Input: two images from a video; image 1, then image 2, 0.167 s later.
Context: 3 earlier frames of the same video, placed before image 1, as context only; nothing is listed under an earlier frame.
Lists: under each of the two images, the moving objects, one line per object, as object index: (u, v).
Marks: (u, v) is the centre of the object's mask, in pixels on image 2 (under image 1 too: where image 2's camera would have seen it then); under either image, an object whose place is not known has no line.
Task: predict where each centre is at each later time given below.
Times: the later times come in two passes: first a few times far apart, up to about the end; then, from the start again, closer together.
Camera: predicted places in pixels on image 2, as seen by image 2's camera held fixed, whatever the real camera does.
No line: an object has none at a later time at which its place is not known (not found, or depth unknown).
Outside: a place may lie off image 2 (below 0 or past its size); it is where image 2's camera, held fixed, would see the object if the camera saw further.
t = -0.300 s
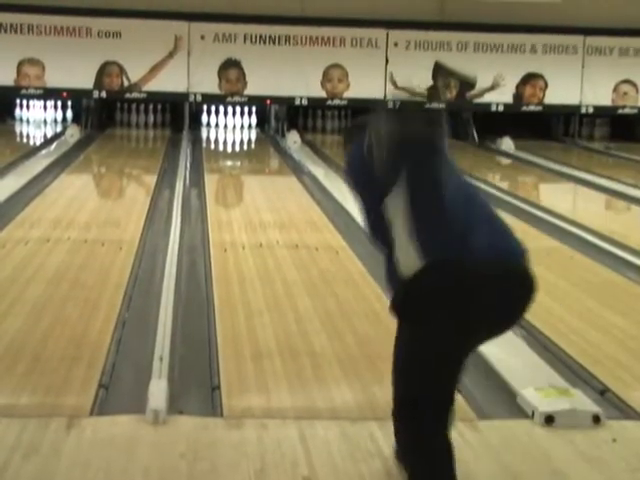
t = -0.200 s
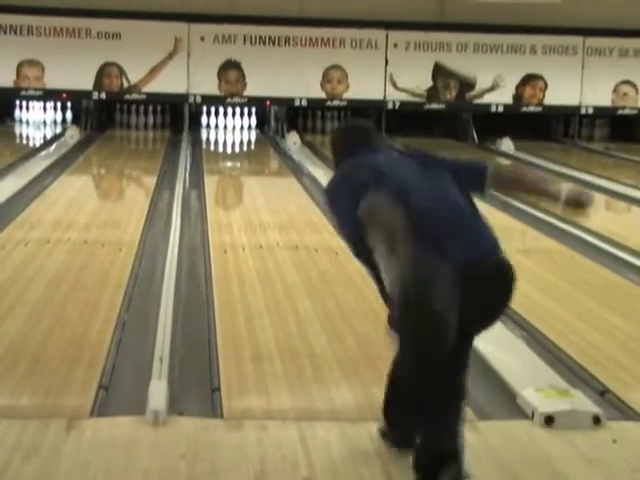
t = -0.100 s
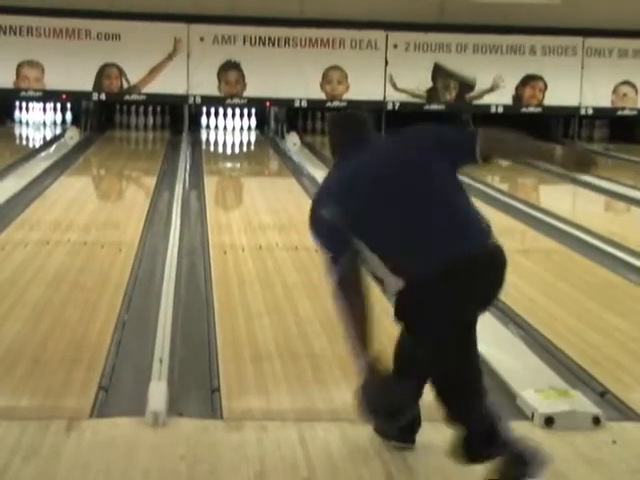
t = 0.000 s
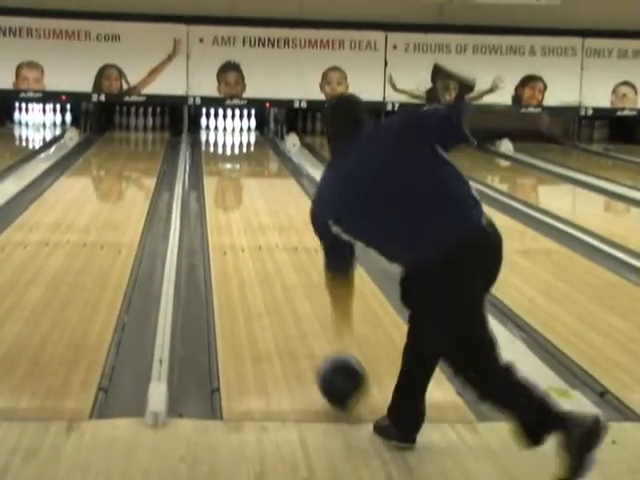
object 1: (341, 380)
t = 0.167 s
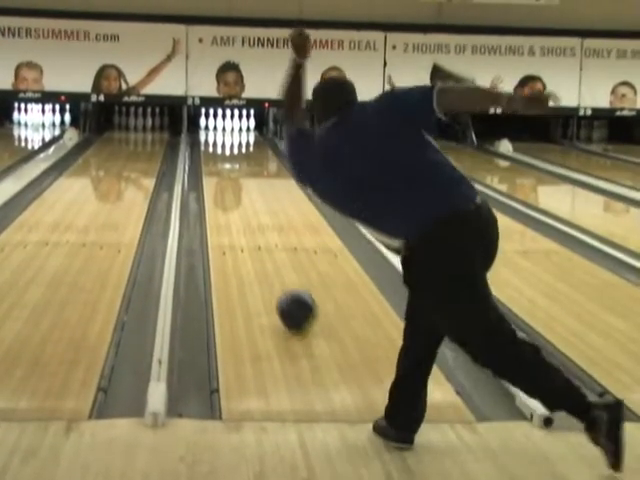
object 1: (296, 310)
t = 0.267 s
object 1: (278, 280)
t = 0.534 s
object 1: (245, 226)
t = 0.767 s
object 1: (228, 196)
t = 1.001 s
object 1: (216, 175)
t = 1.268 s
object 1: (209, 158)
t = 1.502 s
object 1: (207, 147)
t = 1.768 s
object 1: (211, 137)
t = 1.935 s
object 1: (218, 132)
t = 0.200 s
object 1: (290, 299)
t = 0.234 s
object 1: (284, 290)
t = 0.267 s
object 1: (278, 280)
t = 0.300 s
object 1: (273, 273)
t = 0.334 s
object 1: (268, 264)
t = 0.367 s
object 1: (264, 257)
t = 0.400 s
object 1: (260, 250)
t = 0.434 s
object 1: (256, 243)
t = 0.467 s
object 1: (252, 237)
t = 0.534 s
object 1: (245, 226)
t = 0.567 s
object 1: (243, 221)
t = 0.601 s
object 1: (239, 216)
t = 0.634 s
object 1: (237, 212)
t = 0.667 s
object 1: (235, 208)
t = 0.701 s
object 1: (232, 203)
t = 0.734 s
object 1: (230, 200)
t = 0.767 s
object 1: (228, 196)
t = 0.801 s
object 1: (226, 193)
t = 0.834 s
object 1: (224, 190)
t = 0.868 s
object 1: (222, 187)
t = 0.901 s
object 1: (220, 184)
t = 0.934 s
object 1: (219, 181)
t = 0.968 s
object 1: (218, 178)
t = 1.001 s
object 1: (216, 175)
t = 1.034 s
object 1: (215, 173)
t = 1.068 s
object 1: (214, 171)
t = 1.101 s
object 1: (213, 170)
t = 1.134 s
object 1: (212, 167)
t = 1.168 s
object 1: (211, 163)
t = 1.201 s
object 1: (210, 162)
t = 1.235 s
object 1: (210, 160)
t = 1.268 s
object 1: (209, 158)
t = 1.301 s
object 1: (208, 157)
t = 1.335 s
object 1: (208, 155)
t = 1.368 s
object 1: (208, 154)
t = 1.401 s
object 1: (207, 152)
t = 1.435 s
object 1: (207, 150)
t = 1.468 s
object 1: (207, 149)
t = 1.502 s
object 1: (207, 147)
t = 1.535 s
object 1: (208, 146)
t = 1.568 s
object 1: (208, 145)
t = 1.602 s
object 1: (208, 143)
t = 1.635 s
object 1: (208, 142)
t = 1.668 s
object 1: (209, 140)
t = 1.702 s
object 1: (210, 140)
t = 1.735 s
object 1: (211, 139)
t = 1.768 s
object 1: (211, 137)
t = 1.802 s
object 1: (212, 136)
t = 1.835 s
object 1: (214, 134)
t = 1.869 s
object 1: (216, 134)
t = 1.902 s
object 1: (217, 133)
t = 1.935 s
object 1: (218, 132)
